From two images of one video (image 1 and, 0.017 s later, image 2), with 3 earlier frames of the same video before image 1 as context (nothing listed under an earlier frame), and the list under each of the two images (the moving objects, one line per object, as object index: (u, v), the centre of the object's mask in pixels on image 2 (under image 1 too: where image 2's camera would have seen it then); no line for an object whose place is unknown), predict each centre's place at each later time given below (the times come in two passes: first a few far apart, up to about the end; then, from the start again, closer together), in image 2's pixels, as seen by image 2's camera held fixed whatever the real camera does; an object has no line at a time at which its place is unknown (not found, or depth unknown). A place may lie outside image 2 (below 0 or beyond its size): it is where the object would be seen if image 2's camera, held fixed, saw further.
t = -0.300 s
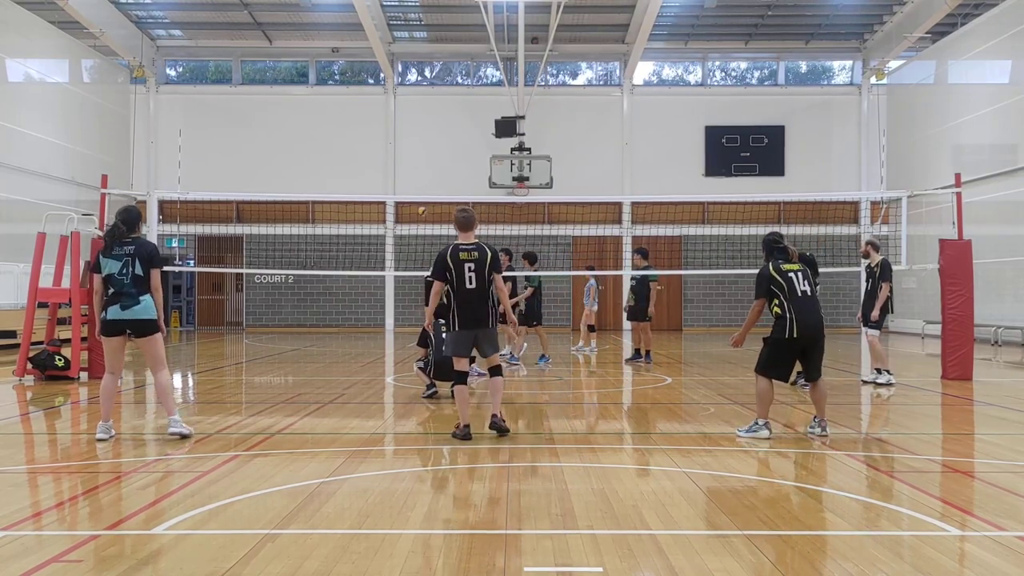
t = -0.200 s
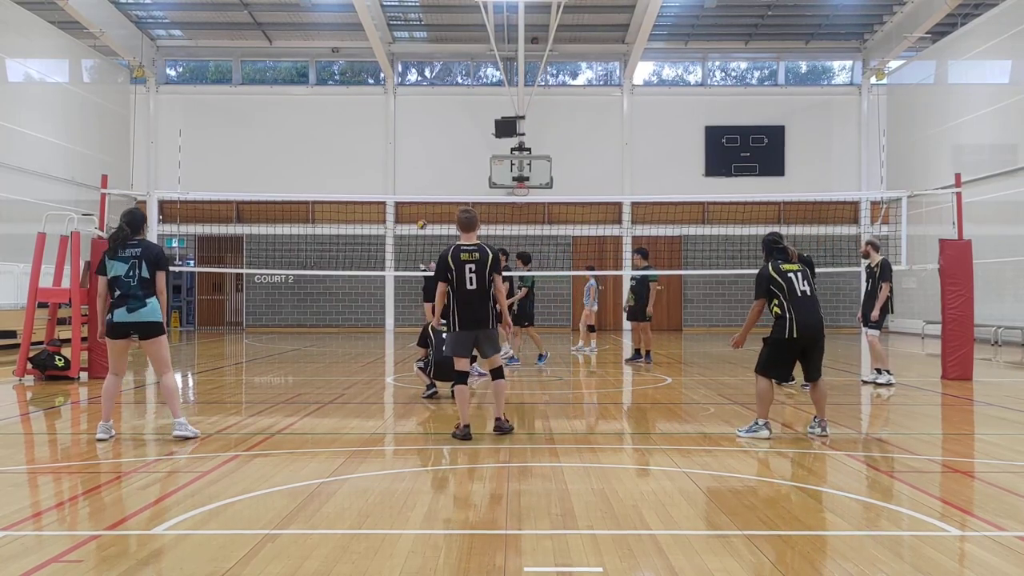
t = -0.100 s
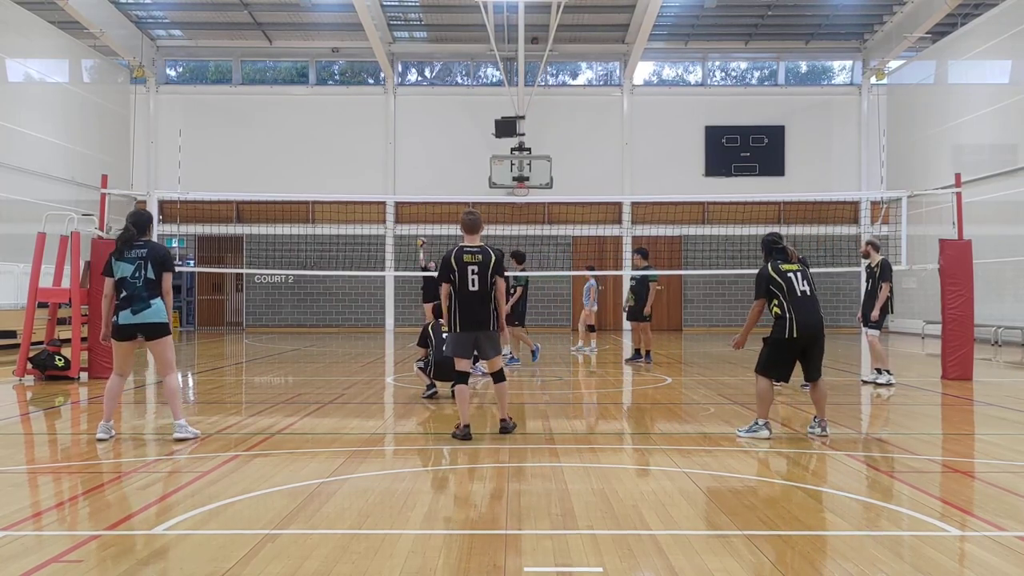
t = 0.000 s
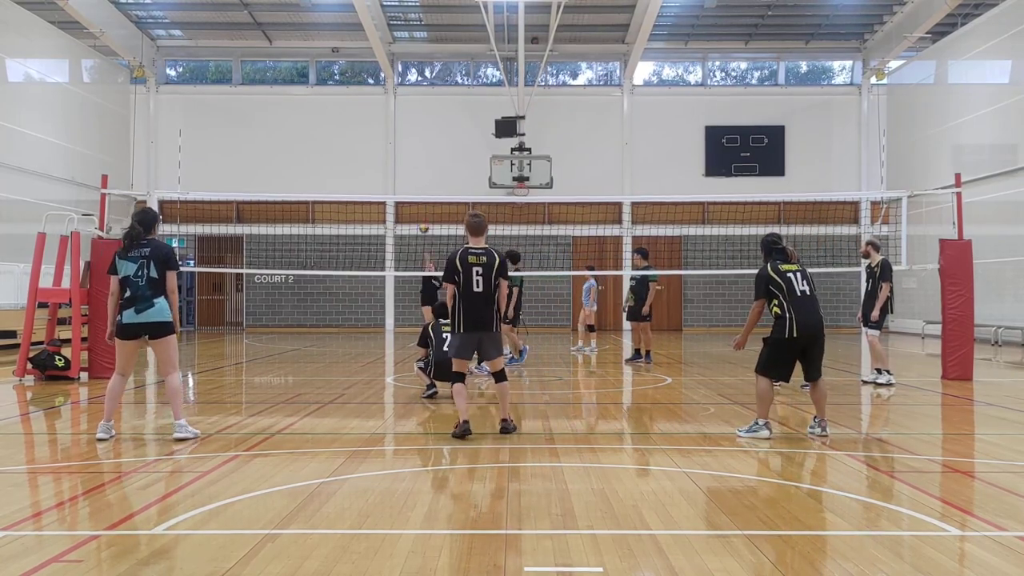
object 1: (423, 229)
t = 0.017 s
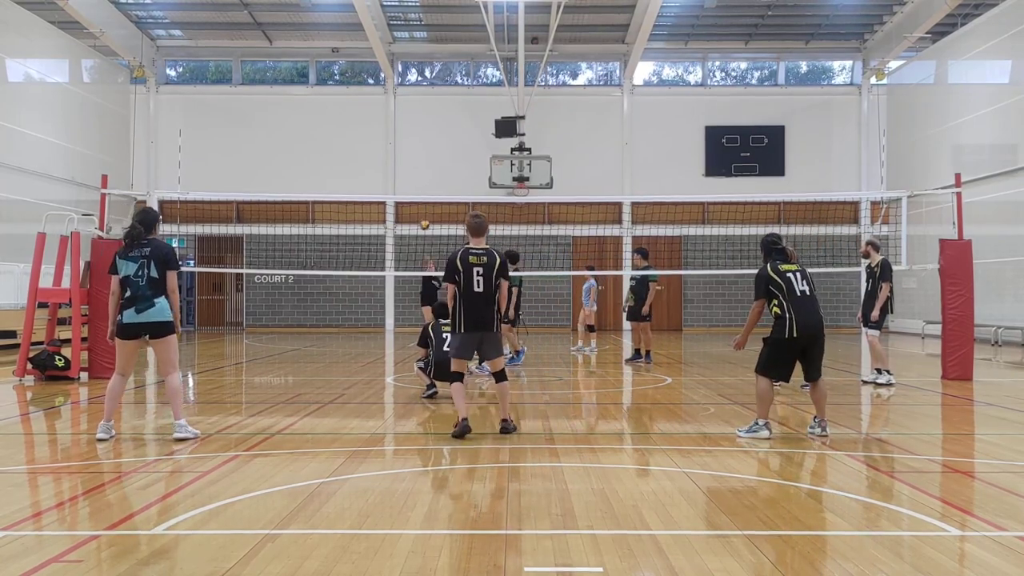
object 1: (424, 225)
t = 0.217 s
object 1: (430, 190)
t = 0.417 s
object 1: (434, 168)
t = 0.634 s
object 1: (440, 170)
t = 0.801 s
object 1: (449, 201)
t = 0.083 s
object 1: (426, 211)
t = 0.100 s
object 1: (427, 209)
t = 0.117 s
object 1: (427, 206)
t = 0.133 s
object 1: (428, 204)
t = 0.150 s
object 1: (429, 203)
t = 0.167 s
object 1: (430, 194)
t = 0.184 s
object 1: (429, 193)
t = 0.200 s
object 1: (430, 192)
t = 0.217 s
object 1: (430, 190)
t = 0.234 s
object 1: (431, 188)
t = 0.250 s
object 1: (431, 185)
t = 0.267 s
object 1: (431, 183)
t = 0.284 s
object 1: (431, 181)
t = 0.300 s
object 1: (432, 179)
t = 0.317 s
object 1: (431, 177)
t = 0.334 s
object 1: (432, 176)
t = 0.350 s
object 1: (432, 173)
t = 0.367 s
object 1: (432, 172)
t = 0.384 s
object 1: (433, 170)
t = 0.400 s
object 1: (433, 169)
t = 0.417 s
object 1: (434, 168)
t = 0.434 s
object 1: (434, 167)
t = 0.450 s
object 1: (434, 167)
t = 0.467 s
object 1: (435, 166)
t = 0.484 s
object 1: (435, 166)
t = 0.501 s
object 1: (435, 165)
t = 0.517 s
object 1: (436, 165)
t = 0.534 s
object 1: (436, 166)
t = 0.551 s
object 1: (436, 165)
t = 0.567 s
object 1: (437, 166)
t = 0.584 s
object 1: (438, 167)
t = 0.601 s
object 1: (438, 168)
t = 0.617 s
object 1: (439, 169)
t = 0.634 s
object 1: (440, 170)
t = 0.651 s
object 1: (440, 172)
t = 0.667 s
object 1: (441, 174)
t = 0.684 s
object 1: (442, 176)
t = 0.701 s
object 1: (442, 179)
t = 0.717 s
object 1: (443, 182)
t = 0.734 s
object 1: (444, 185)
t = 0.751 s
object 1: (445, 188)
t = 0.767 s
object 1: (447, 191)
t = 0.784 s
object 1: (448, 196)
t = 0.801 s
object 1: (449, 201)
